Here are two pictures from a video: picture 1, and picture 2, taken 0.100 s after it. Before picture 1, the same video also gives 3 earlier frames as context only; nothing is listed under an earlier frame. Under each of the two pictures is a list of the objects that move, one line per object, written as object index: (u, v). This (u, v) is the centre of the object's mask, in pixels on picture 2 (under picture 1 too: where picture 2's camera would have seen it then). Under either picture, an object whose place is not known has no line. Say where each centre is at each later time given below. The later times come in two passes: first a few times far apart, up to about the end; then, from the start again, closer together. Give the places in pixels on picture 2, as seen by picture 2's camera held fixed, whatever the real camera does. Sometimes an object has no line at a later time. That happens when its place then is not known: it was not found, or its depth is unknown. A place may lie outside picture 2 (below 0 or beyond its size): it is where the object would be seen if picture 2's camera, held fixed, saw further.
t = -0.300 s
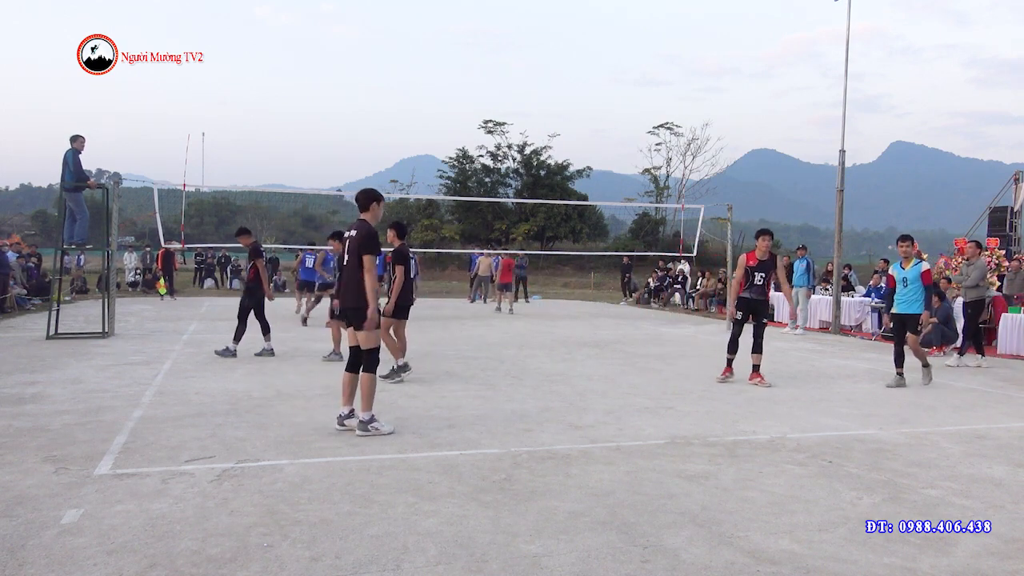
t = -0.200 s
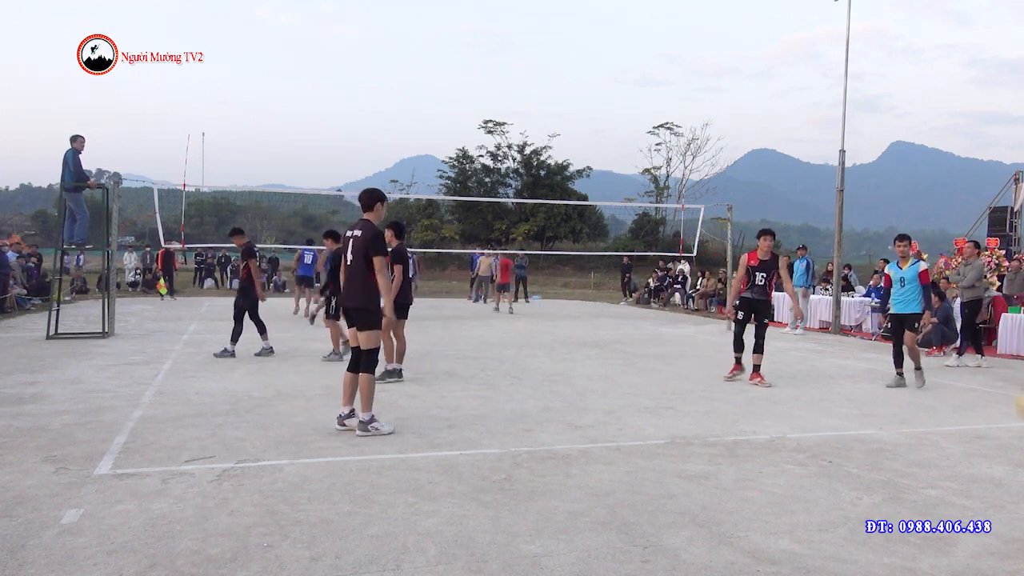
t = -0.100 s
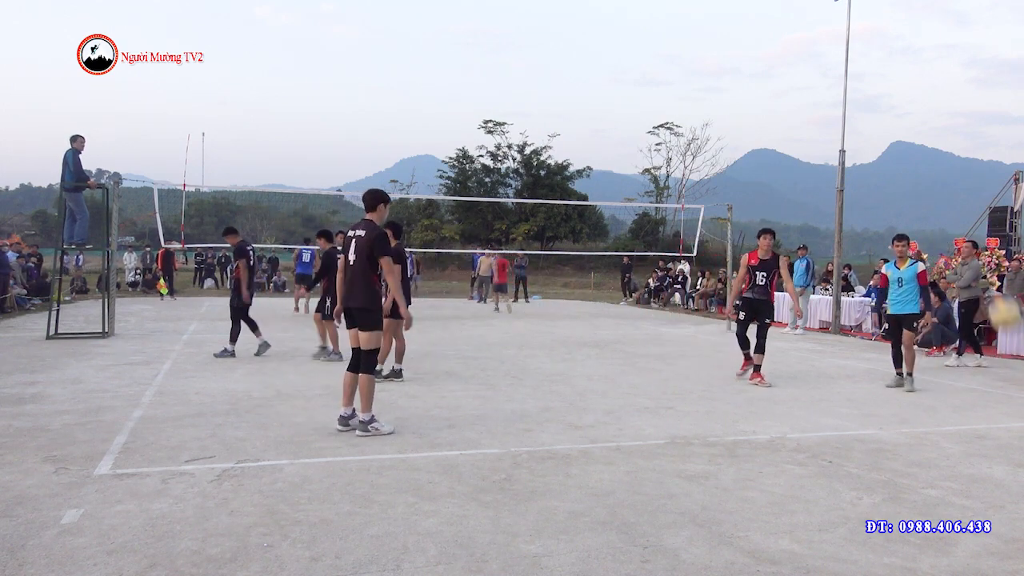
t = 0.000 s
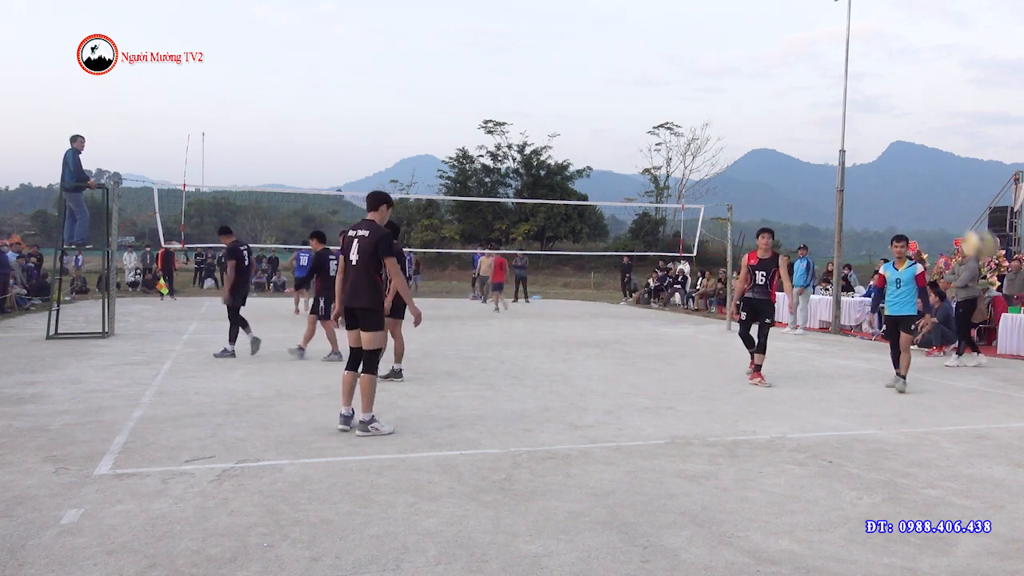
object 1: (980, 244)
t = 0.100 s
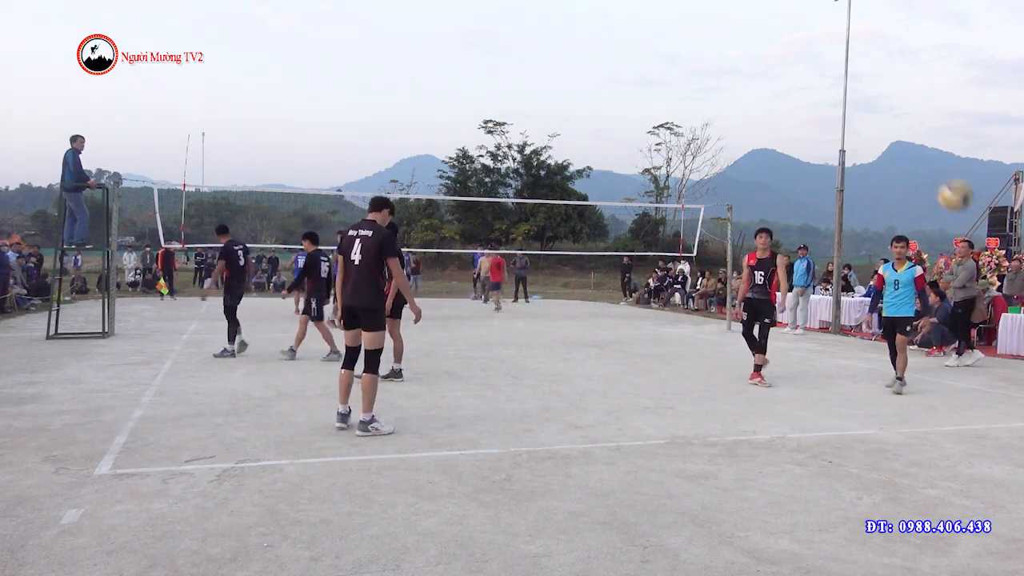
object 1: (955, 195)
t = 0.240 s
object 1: (919, 154)
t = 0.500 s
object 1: (860, 155)
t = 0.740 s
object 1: (810, 228)
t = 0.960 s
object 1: (771, 345)
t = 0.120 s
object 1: (949, 187)
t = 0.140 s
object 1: (944, 181)
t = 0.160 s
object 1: (939, 174)
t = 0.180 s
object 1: (934, 168)
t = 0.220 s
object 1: (925, 158)
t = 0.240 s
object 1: (919, 154)
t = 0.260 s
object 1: (914, 151)
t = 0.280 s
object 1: (910, 148)
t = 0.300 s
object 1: (905, 146)
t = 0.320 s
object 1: (901, 144)
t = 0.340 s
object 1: (896, 143)
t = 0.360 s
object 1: (891, 143)
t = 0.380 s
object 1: (886, 143)
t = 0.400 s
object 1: (882, 144)
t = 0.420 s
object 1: (878, 145)
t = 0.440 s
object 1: (874, 147)
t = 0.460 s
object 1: (869, 149)
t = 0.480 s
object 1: (864, 152)
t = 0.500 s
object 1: (860, 155)
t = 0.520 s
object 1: (856, 158)
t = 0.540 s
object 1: (852, 162)
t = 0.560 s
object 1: (847, 167)
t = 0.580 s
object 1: (843, 173)
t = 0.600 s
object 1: (839, 178)
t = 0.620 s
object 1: (834, 183)
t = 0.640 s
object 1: (829, 190)
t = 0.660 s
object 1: (825, 197)
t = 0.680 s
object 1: (822, 204)
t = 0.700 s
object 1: (818, 211)
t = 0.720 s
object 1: (814, 219)
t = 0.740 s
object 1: (810, 228)
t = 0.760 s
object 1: (806, 237)
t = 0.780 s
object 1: (803, 245)
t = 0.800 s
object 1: (799, 254)
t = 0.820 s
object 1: (794, 265)
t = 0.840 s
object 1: (788, 277)
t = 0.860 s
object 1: (786, 286)
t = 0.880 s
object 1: (782, 296)
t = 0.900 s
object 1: (780, 310)
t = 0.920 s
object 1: (777, 320)
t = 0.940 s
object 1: (773, 333)
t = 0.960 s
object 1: (771, 345)
